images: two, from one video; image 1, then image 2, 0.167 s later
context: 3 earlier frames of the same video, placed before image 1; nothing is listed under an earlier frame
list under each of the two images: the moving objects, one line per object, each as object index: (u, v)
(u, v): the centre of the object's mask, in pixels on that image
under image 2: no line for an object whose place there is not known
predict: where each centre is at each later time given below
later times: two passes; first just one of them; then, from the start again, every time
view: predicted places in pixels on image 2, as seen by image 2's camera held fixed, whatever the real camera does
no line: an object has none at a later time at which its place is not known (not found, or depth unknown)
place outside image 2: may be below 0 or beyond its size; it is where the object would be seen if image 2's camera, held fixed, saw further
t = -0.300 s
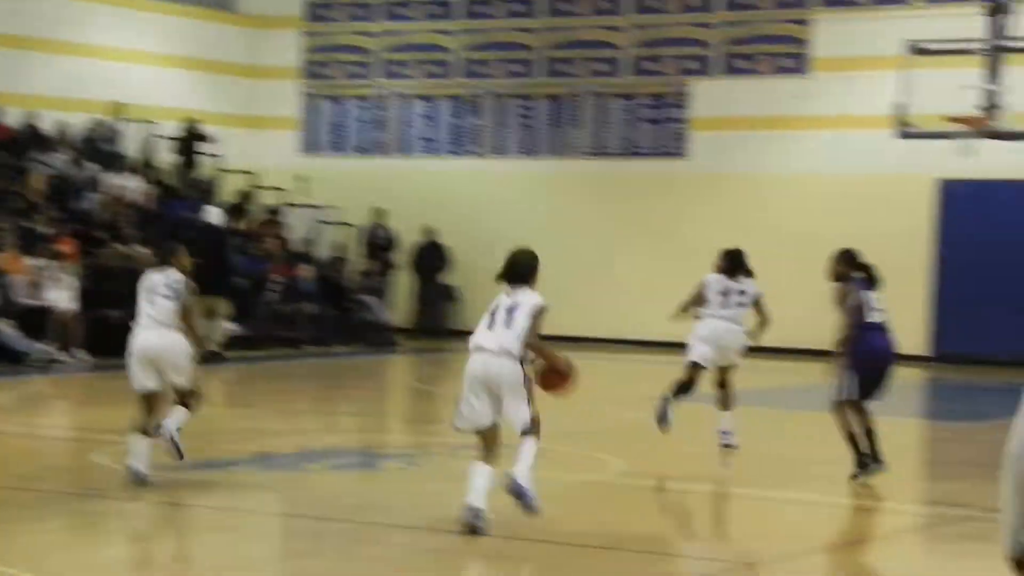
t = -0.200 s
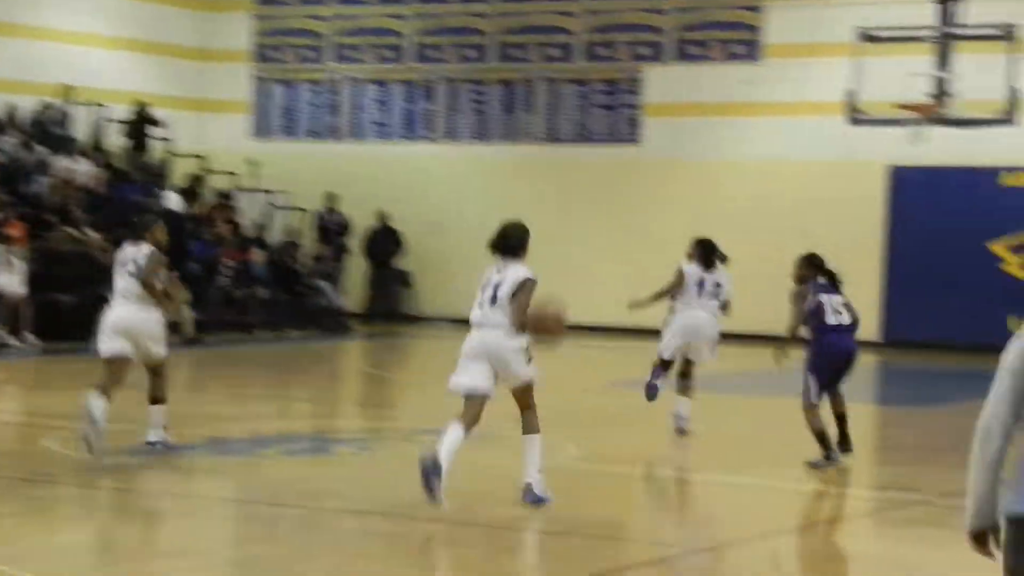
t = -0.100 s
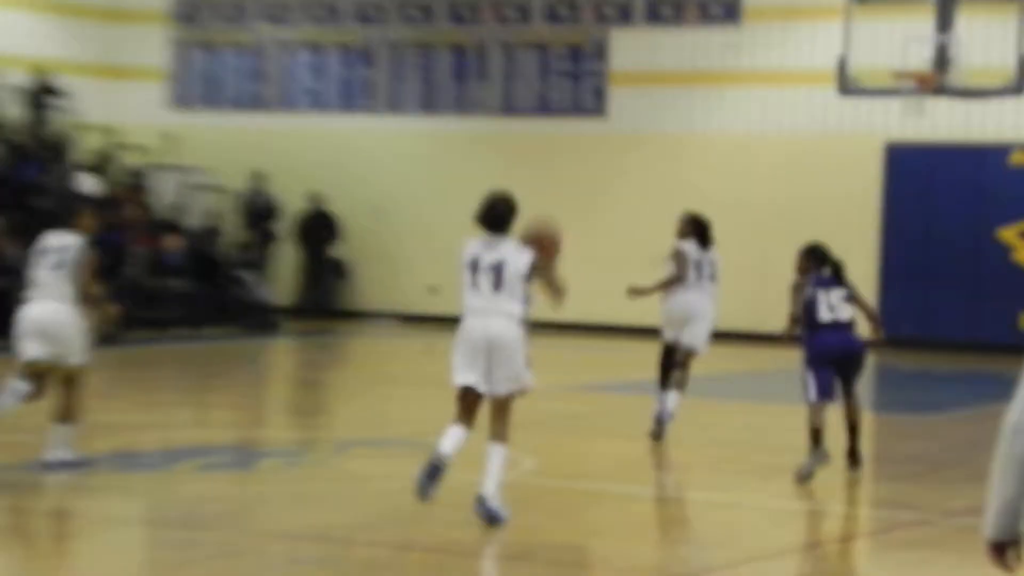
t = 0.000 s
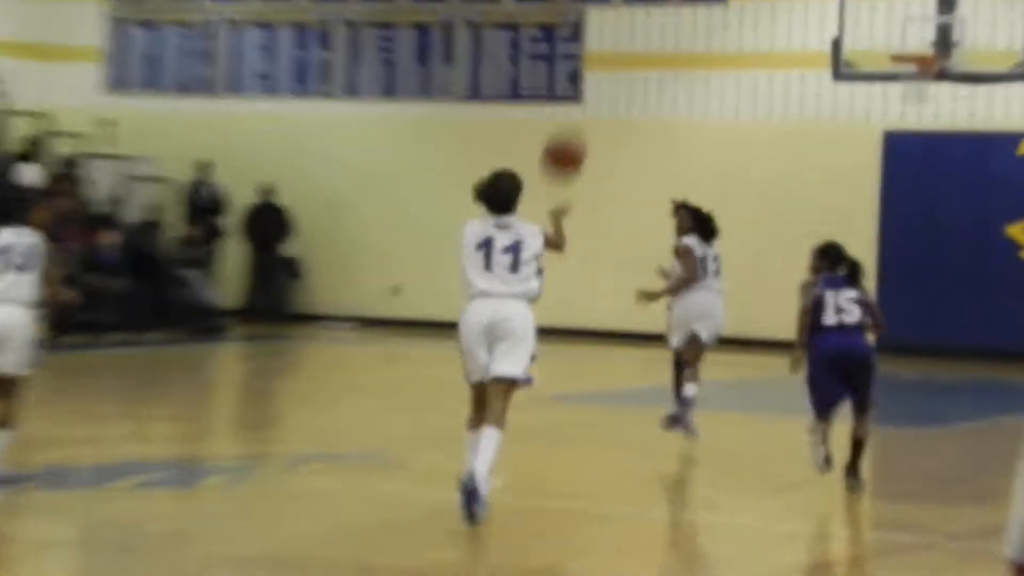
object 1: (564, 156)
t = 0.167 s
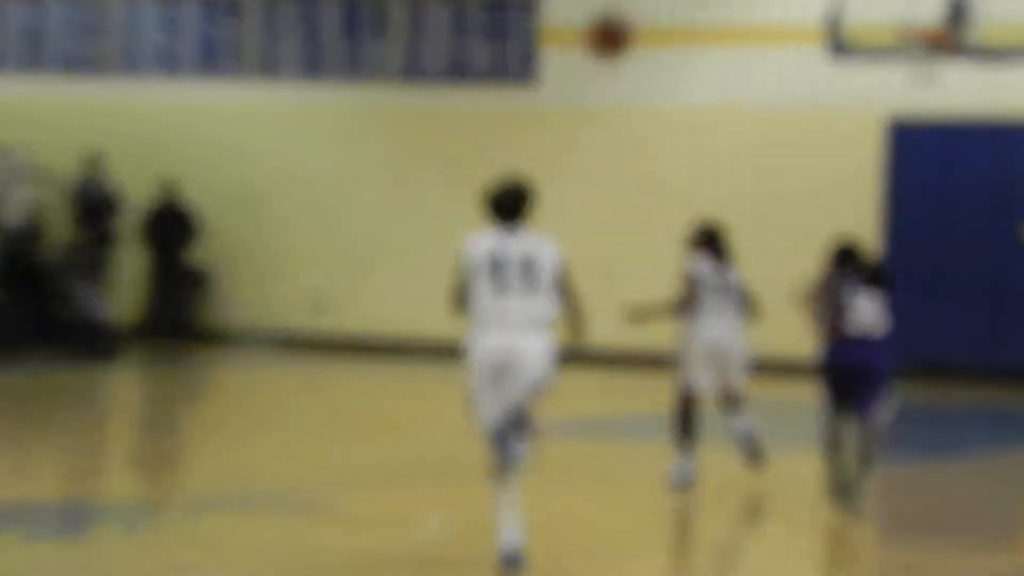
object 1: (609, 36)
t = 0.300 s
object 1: (673, 7)
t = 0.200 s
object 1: (626, 23)
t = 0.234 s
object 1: (643, 15)
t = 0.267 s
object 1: (658, 10)
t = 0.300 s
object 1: (673, 7)
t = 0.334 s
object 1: (688, 7)
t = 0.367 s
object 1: (701, 6)
